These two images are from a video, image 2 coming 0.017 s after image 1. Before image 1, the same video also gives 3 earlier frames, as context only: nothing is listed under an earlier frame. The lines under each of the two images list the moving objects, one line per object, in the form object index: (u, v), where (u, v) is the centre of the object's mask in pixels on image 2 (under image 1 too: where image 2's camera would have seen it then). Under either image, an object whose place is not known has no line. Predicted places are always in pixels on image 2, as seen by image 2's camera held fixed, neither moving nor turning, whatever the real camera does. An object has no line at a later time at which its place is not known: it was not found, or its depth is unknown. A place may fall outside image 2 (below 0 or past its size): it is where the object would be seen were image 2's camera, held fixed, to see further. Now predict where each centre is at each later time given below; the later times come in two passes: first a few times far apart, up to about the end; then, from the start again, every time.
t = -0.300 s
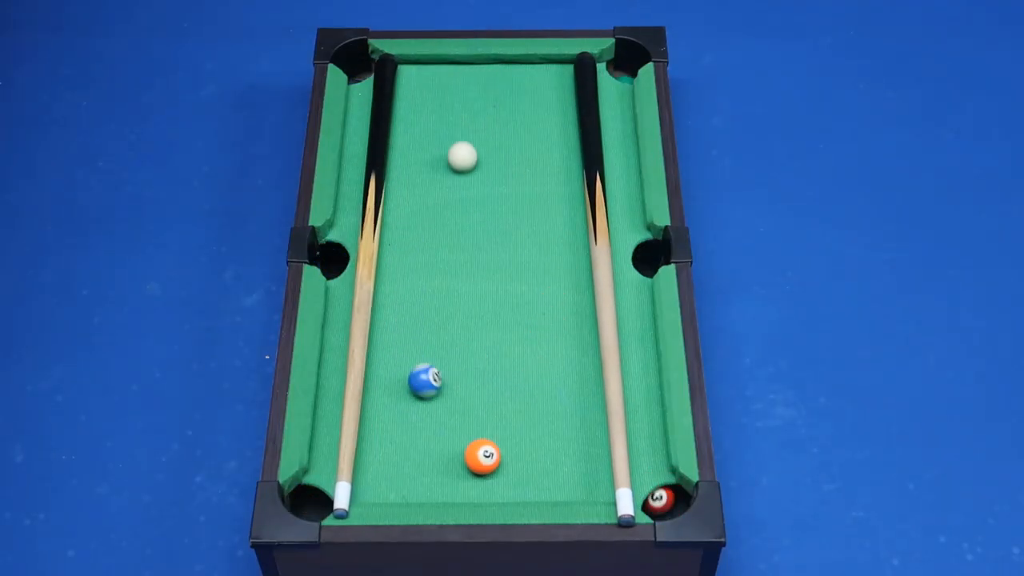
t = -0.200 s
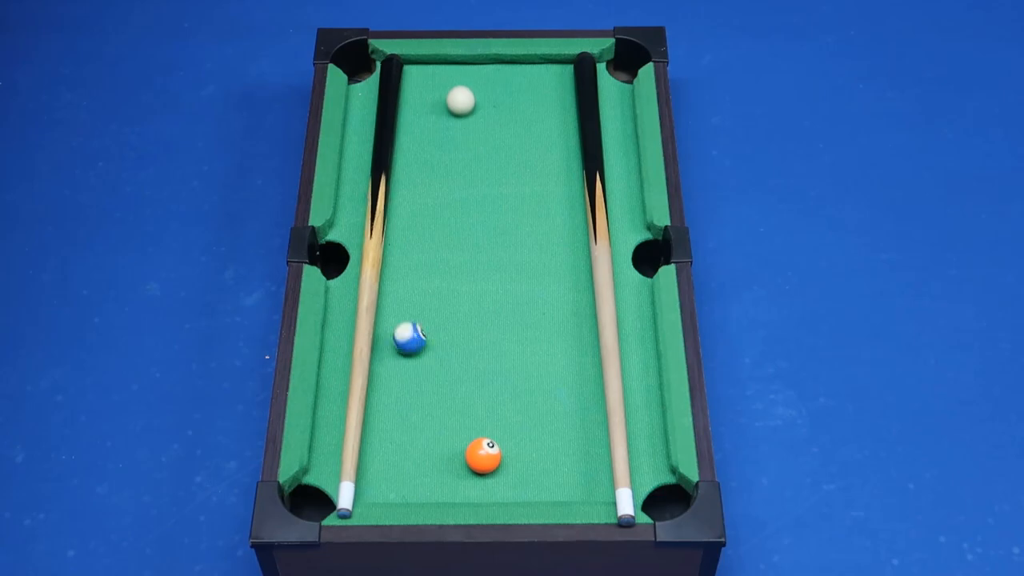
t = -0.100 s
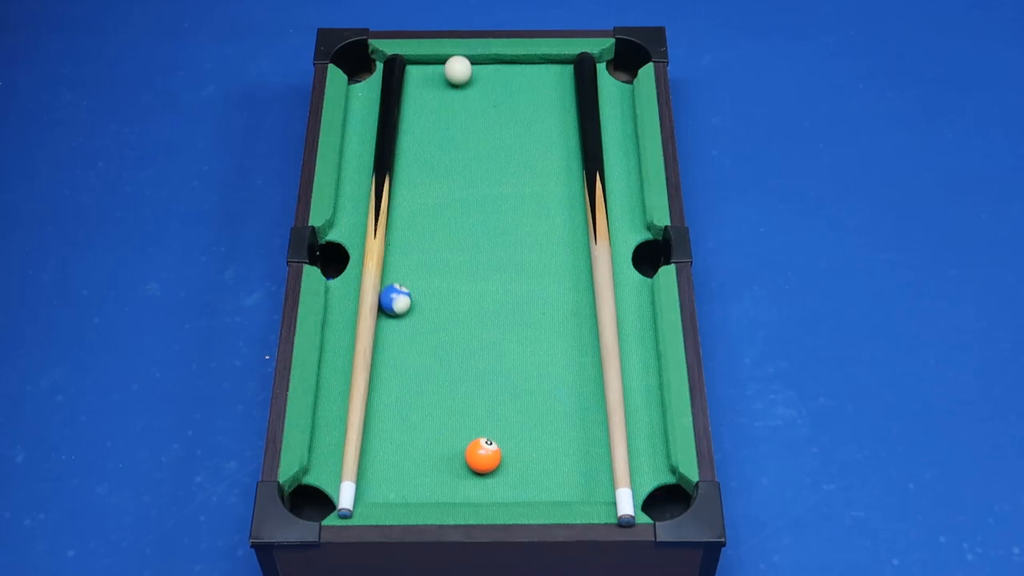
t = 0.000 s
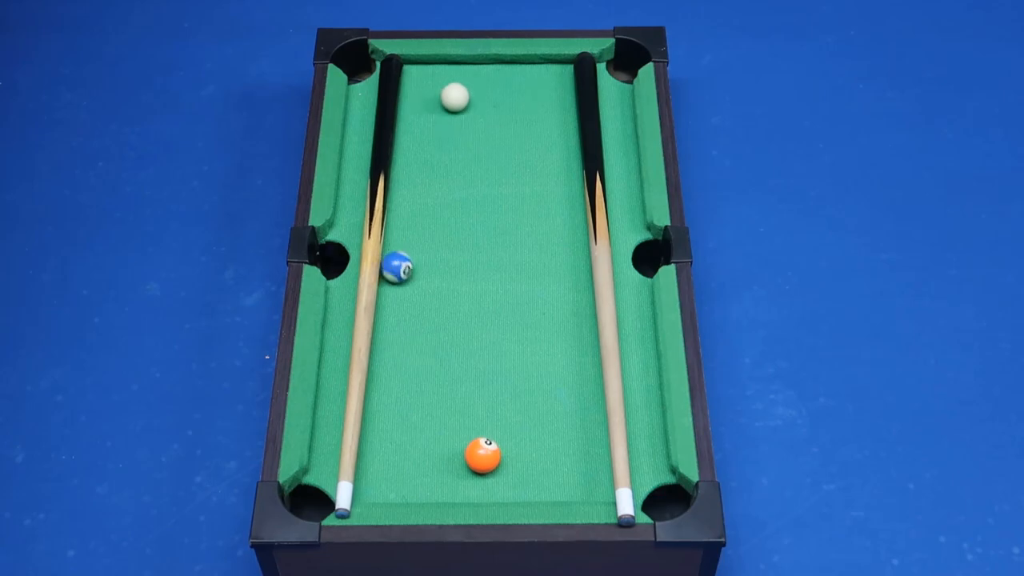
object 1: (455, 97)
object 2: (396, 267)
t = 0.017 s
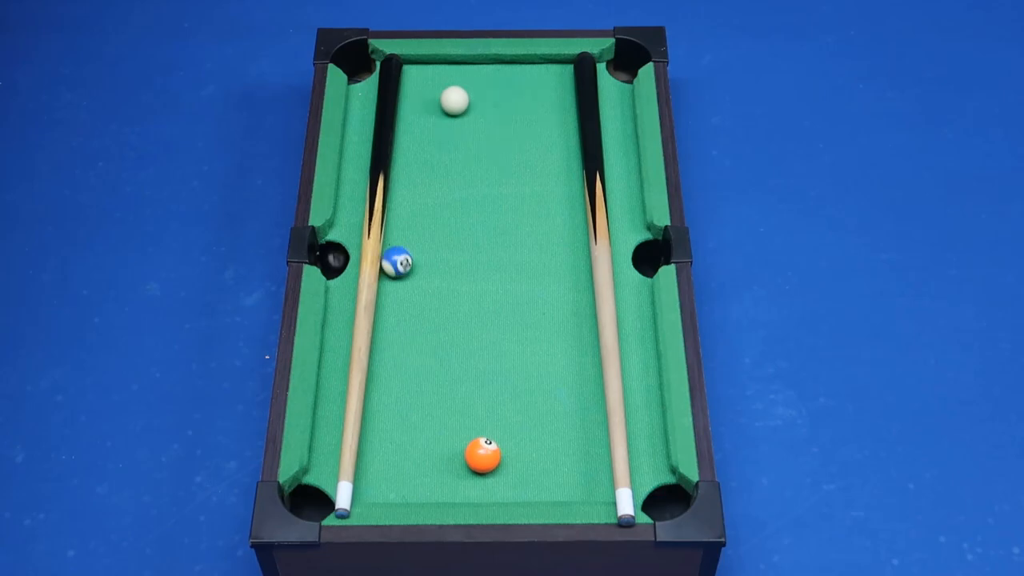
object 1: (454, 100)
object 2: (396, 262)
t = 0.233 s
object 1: (448, 140)
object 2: (402, 205)
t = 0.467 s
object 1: (443, 173)
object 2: (408, 157)
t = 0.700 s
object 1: (442, 196)
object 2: (412, 117)
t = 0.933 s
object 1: (442, 206)
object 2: (415, 86)
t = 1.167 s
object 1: (442, 206)
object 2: (417, 68)
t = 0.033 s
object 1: (454, 104)
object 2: (396, 257)
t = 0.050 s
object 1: (453, 107)
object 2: (397, 252)
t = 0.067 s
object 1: (453, 110)
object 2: (397, 248)
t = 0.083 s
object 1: (452, 114)
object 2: (398, 243)
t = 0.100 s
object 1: (451, 117)
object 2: (398, 238)
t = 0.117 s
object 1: (451, 120)
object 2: (398, 234)
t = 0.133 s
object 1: (451, 123)
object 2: (398, 229)
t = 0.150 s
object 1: (450, 126)
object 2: (399, 225)
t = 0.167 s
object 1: (450, 129)
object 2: (400, 221)
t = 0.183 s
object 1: (449, 132)
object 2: (400, 217)
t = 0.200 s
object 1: (449, 135)
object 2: (401, 213)
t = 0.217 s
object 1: (449, 137)
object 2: (401, 208)
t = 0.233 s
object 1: (448, 140)
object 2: (402, 205)
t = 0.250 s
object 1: (448, 143)
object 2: (402, 201)
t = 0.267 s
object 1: (447, 145)
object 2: (402, 197)
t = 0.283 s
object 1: (447, 148)
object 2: (403, 193)
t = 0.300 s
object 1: (447, 151)
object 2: (403, 190)
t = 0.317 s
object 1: (446, 153)
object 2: (404, 186)
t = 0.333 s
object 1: (446, 155)
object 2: (405, 183)
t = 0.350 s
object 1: (446, 158)
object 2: (405, 179)
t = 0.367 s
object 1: (445, 160)
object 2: (405, 176)
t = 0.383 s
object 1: (445, 162)
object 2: (406, 173)
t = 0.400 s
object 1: (444, 165)
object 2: (406, 169)
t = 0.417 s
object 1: (444, 167)
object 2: (407, 166)
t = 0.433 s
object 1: (444, 169)
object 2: (407, 162)
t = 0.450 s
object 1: (444, 171)
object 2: (407, 160)
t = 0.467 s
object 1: (443, 173)
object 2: (408, 157)
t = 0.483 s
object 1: (443, 175)
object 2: (408, 153)
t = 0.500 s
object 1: (443, 177)
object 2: (408, 150)
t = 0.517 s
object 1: (443, 178)
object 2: (408, 147)
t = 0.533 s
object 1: (443, 180)
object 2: (409, 144)
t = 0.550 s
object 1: (443, 182)
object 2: (409, 141)
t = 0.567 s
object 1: (443, 184)
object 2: (410, 139)
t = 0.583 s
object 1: (443, 185)
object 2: (410, 136)
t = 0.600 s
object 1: (443, 187)
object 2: (410, 133)
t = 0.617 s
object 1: (443, 189)
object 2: (410, 130)
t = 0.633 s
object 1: (443, 190)
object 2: (411, 127)
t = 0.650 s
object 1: (443, 192)
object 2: (411, 125)
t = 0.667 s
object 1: (442, 193)
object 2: (411, 122)
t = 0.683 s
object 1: (442, 195)
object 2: (411, 120)
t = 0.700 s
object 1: (442, 196)
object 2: (412, 117)
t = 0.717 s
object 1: (442, 197)
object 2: (412, 115)
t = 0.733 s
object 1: (442, 198)
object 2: (412, 112)
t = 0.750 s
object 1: (442, 199)
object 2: (413, 110)
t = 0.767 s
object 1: (442, 200)
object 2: (413, 107)
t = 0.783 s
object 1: (442, 201)
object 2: (413, 105)
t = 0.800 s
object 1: (442, 201)
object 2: (413, 103)
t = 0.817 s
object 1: (442, 202)
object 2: (413, 101)
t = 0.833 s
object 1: (442, 203)
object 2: (413, 98)
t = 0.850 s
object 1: (442, 203)
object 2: (414, 96)
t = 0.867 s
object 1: (442, 204)
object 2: (414, 94)
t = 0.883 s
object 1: (441, 204)
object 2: (414, 92)
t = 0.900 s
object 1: (442, 205)
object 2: (414, 90)
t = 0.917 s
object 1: (442, 205)
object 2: (415, 88)
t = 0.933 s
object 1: (442, 206)
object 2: (415, 86)
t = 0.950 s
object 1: (441, 206)
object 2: (415, 84)
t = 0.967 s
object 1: (442, 206)
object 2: (415, 82)
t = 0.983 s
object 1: (442, 206)
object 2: (416, 80)
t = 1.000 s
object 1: (442, 207)
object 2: (416, 78)
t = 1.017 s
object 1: (442, 207)
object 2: (416, 76)
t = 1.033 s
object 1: (442, 207)
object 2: (416, 74)
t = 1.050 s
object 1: (442, 207)
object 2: (416, 73)
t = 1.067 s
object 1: (442, 206)
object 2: (416, 71)
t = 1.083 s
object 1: (442, 207)
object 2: (417, 69)
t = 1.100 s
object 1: (442, 206)
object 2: (417, 68)
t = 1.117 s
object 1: (442, 206)
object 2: (417, 66)
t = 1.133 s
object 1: (442, 206)
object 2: (417, 66)
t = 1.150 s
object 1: (442, 206)
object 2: (417, 67)
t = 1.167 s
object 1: (442, 206)
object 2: (417, 68)
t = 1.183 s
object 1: (442, 206)
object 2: (417, 68)
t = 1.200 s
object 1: (442, 206)
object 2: (417, 69)
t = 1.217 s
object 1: (442, 206)
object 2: (417, 69)
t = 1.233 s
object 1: (442, 206)
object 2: (417, 70)
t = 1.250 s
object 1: (442, 206)
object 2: (418, 70)
